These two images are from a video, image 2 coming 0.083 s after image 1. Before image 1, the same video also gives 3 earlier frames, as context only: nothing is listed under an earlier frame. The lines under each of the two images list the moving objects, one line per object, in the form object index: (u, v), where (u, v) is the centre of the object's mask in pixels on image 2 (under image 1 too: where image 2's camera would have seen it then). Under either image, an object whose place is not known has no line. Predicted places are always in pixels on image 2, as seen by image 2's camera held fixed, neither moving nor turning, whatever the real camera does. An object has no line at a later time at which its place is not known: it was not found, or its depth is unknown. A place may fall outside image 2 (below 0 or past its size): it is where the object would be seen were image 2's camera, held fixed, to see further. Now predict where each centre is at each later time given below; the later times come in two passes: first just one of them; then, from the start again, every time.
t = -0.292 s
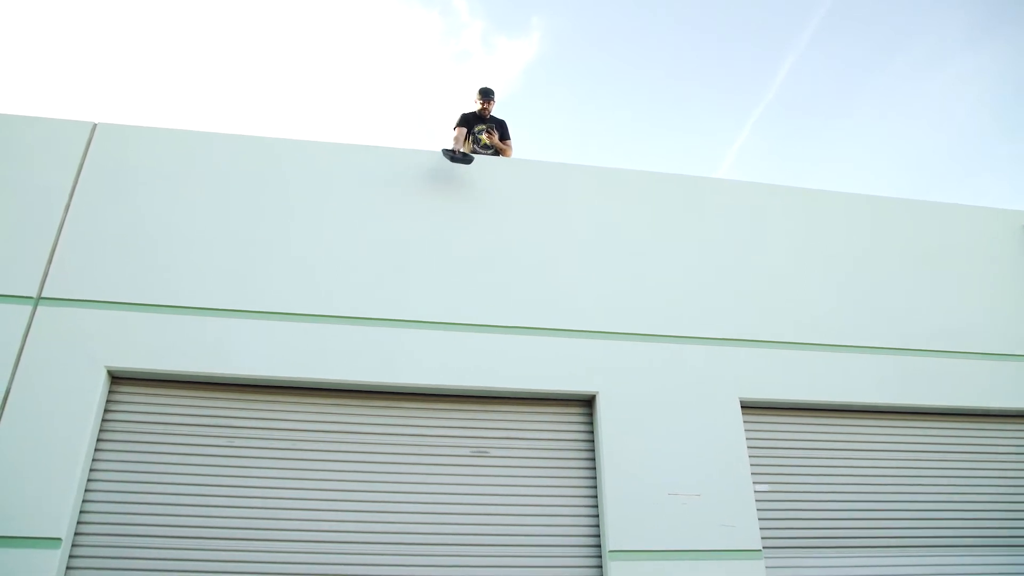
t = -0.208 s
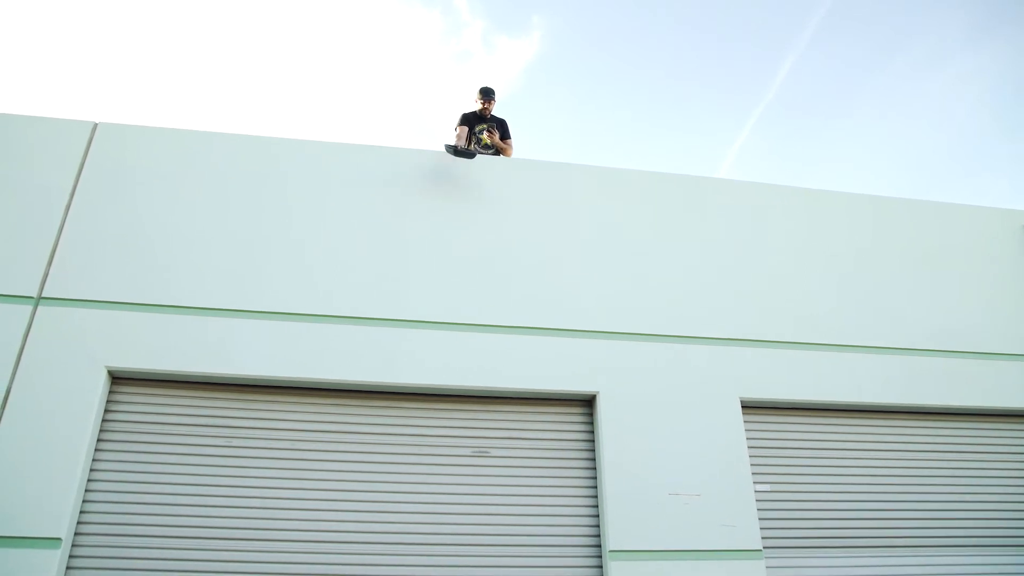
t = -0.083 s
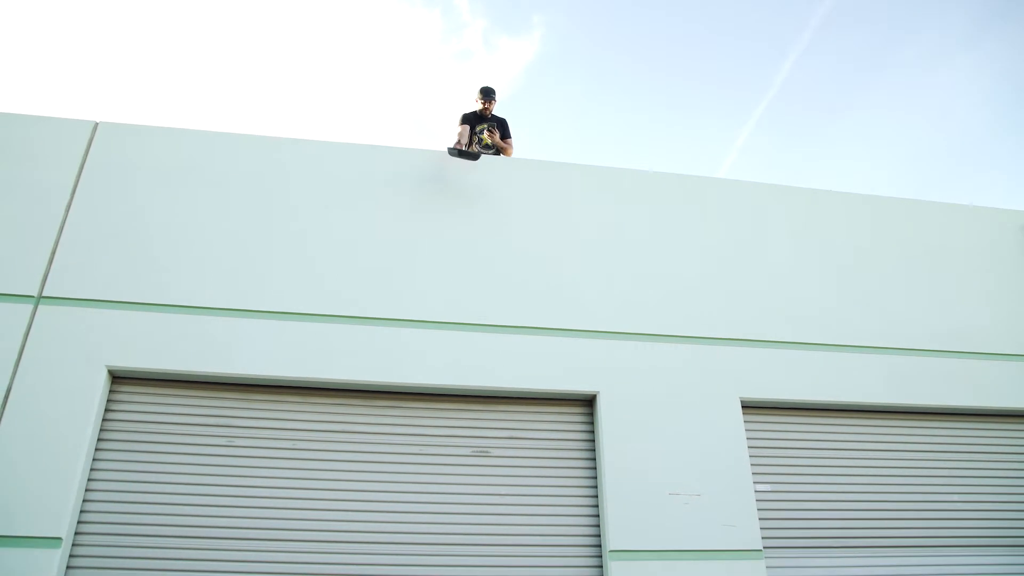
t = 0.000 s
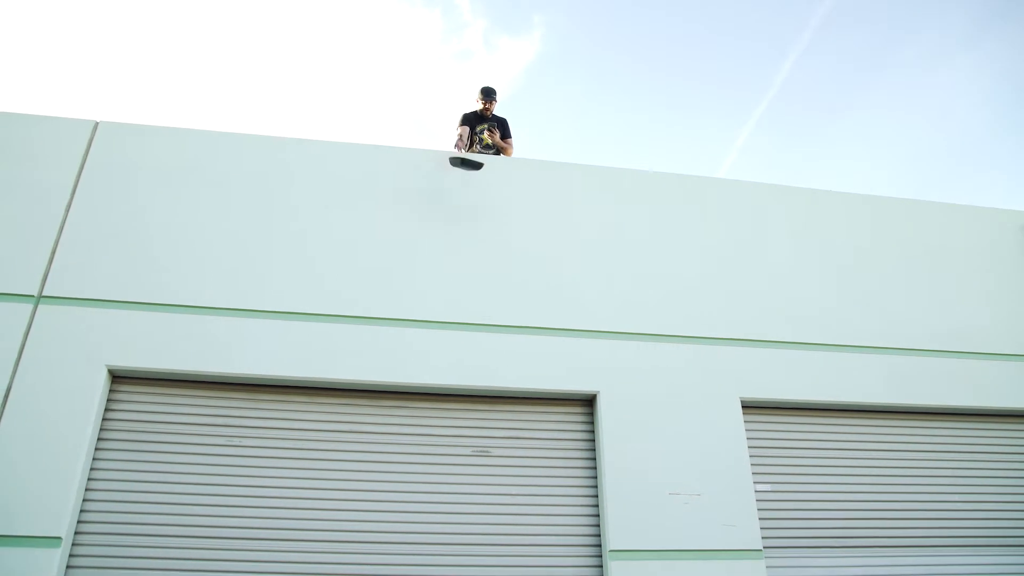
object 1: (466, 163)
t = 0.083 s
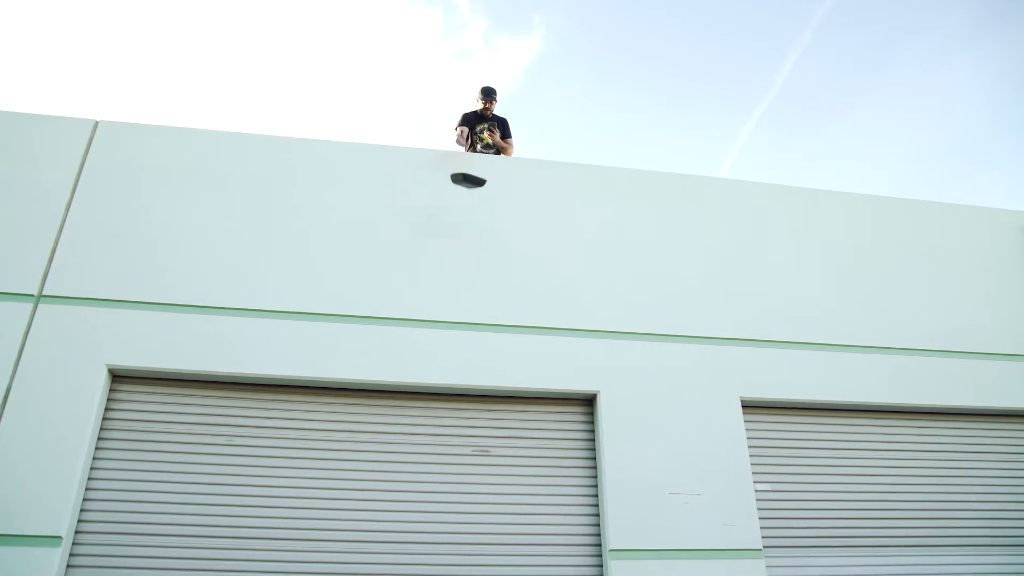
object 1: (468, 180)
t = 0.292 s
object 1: (473, 266)
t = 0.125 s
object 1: (469, 192)
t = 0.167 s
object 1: (470, 206)
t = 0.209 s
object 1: (470, 223)
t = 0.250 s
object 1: (472, 243)
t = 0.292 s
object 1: (473, 266)
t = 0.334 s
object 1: (475, 292)
